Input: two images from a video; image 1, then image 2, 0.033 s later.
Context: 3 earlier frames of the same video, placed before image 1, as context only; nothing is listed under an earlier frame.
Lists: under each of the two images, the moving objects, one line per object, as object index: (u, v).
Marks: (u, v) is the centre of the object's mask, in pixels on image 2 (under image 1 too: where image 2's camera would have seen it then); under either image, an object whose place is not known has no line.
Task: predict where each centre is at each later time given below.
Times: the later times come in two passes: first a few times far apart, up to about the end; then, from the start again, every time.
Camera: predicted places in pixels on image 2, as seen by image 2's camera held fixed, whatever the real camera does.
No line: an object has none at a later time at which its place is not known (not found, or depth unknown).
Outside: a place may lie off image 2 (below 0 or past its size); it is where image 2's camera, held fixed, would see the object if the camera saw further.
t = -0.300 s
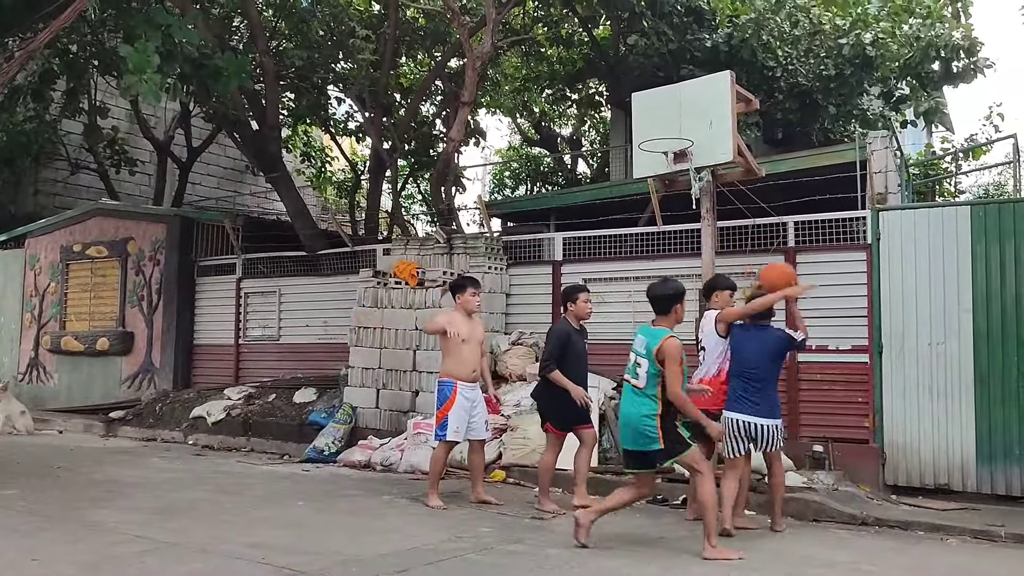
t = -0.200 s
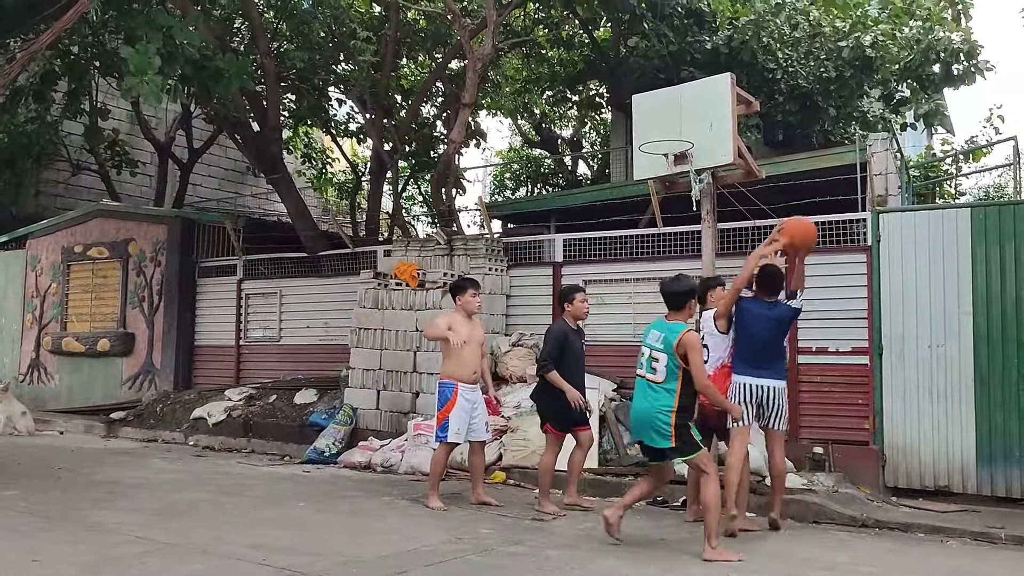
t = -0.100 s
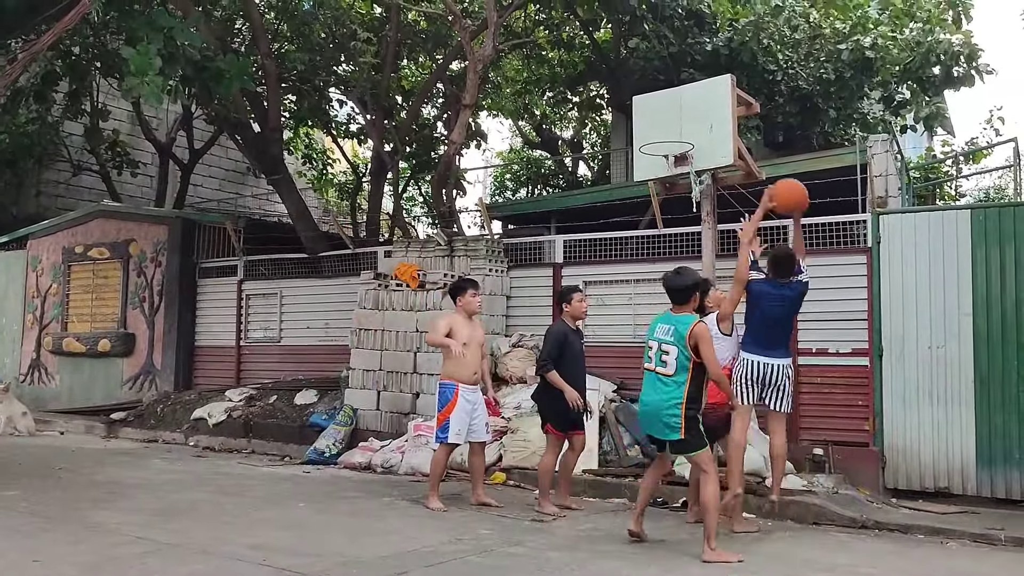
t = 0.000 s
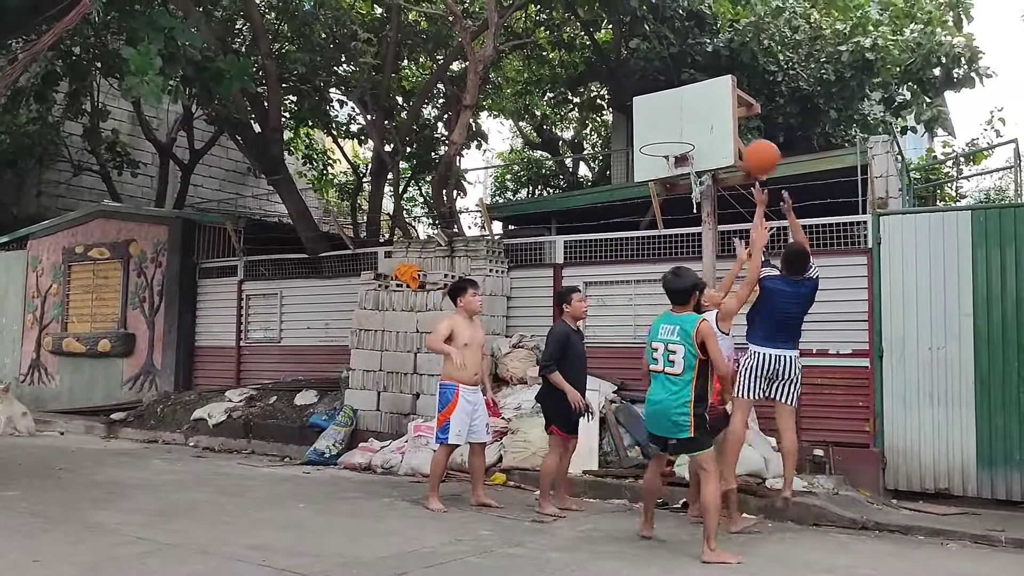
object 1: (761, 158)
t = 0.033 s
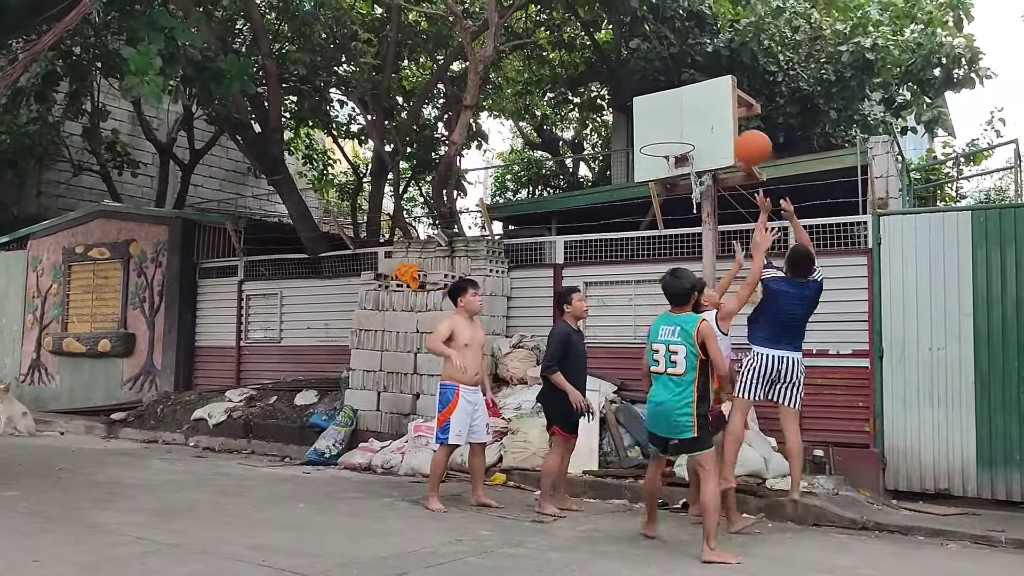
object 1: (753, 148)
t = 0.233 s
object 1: (704, 124)
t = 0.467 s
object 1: (656, 144)
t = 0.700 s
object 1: (674, 137)
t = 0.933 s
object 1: (667, 150)
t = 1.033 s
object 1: (653, 167)
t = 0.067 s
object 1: (745, 140)
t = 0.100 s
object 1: (736, 133)
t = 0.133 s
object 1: (728, 129)
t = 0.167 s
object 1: (719, 126)
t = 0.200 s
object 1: (712, 124)
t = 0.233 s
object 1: (704, 124)
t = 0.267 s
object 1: (697, 125)
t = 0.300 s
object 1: (689, 128)
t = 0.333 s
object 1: (682, 132)
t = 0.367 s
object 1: (674, 138)
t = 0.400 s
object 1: (668, 144)
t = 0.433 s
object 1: (662, 144)
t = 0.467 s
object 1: (656, 144)
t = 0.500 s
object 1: (654, 143)
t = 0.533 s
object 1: (655, 141)
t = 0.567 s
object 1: (658, 140)
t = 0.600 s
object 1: (662, 138)
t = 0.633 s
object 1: (667, 137)
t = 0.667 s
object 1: (671, 136)
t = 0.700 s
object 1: (674, 137)
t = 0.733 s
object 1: (677, 137)
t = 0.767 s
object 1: (679, 139)
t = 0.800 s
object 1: (680, 141)
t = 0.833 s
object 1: (679, 143)
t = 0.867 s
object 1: (676, 146)
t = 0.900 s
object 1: (672, 148)
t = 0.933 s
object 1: (667, 150)
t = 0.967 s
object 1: (663, 154)
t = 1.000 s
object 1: (657, 159)
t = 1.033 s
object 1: (653, 167)
